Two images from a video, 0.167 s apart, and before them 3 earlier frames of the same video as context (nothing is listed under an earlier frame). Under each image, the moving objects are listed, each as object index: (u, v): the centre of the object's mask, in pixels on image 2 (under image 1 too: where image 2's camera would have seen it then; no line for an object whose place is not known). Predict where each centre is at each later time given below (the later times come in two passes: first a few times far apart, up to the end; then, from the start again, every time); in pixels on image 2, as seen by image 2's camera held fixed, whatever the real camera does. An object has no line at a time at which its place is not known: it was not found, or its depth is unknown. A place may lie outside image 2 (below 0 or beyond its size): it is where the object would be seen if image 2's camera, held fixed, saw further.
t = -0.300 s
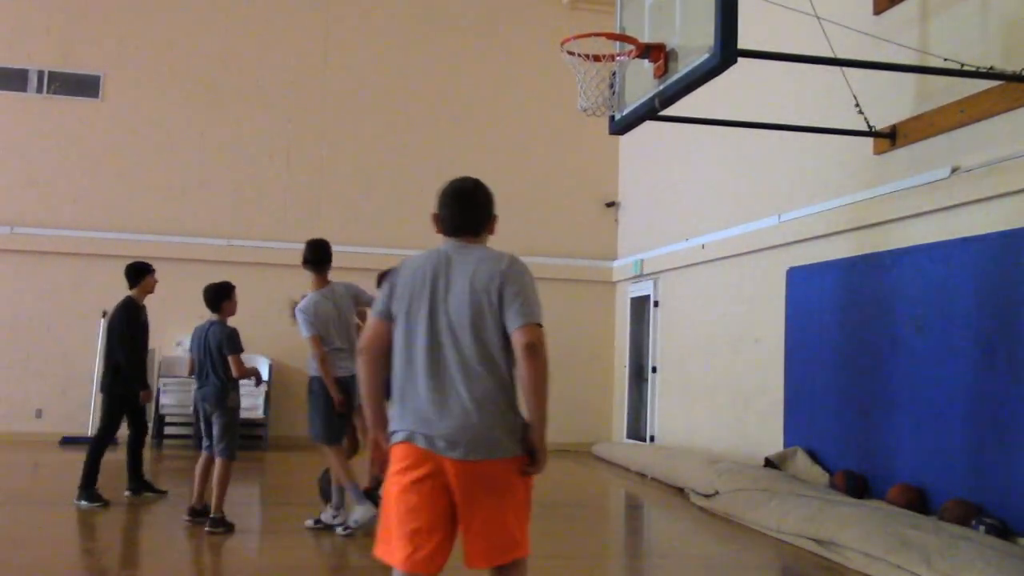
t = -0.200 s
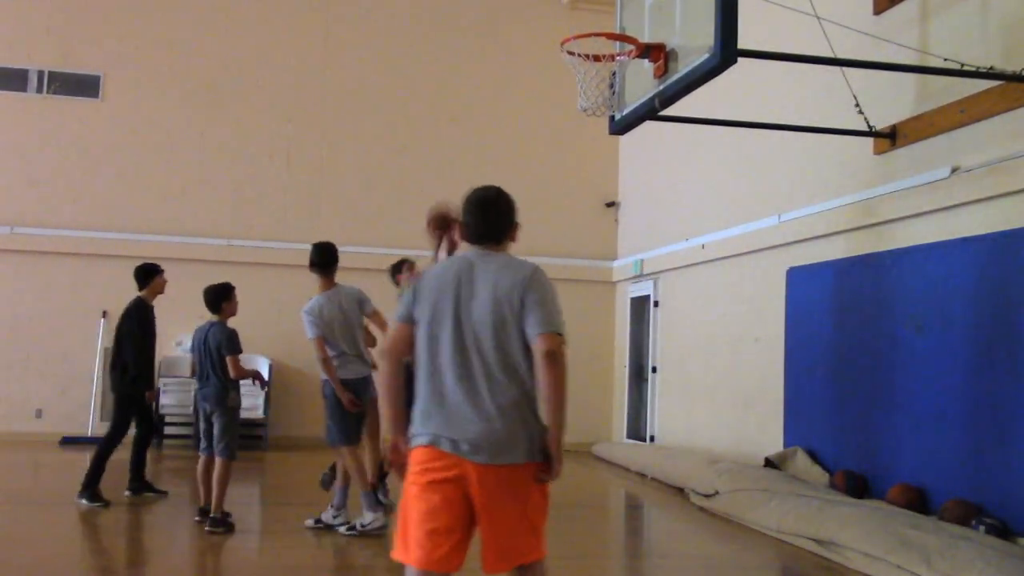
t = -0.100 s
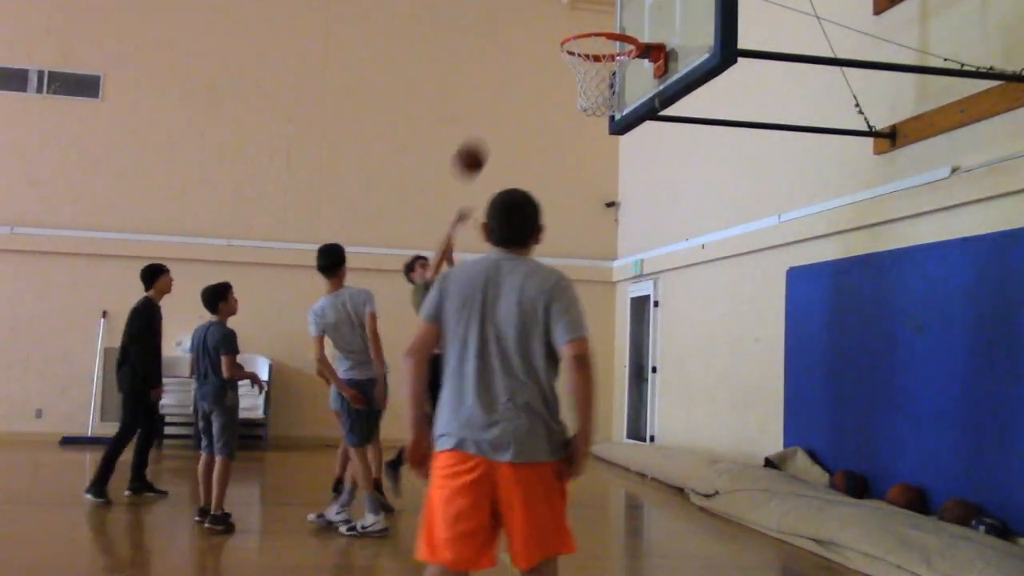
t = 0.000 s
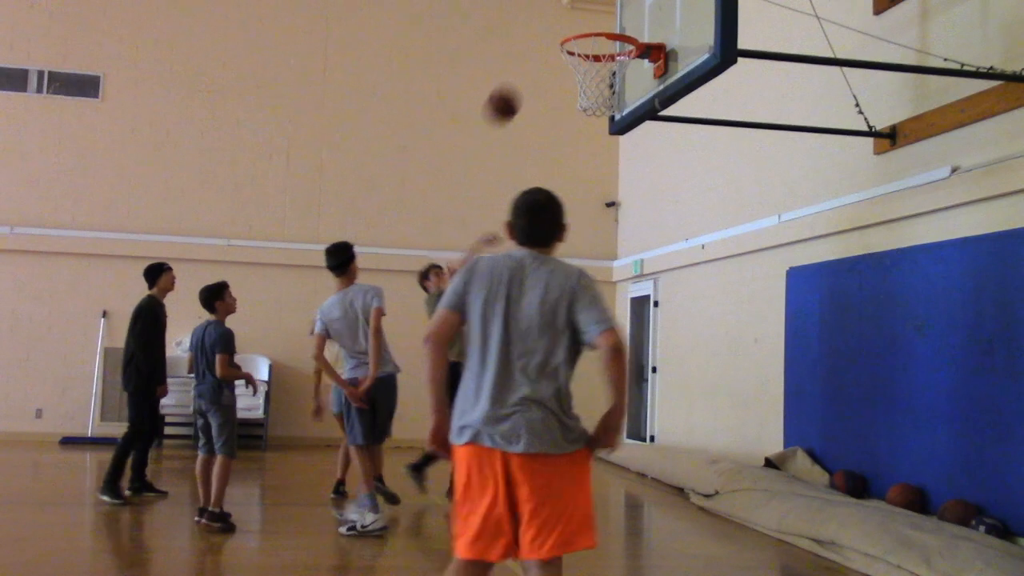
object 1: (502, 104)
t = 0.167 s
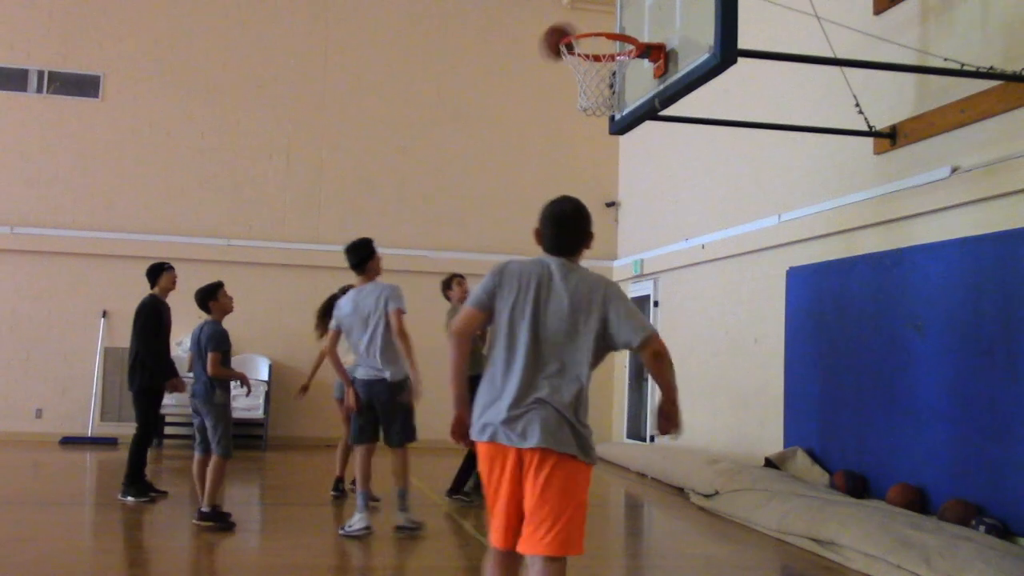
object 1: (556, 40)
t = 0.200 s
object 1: (569, 29)
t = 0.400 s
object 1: (621, 15)
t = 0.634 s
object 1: (582, 77)
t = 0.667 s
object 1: (582, 84)
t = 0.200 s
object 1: (569, 29)
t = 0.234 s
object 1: (583, 23)
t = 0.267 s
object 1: (594, 17)
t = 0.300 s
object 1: (606, 15)
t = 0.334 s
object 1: (618, 14)
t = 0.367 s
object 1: (626, 14)
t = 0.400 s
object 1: (621, 15)
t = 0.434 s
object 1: (615, 17)
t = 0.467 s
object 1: (610, 20)
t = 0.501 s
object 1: (604, 30)
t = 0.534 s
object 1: (596, 41)
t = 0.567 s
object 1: (591, 53)
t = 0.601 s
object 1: (585, 65)
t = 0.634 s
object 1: (582, 77)
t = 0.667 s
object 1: (582, 84)
